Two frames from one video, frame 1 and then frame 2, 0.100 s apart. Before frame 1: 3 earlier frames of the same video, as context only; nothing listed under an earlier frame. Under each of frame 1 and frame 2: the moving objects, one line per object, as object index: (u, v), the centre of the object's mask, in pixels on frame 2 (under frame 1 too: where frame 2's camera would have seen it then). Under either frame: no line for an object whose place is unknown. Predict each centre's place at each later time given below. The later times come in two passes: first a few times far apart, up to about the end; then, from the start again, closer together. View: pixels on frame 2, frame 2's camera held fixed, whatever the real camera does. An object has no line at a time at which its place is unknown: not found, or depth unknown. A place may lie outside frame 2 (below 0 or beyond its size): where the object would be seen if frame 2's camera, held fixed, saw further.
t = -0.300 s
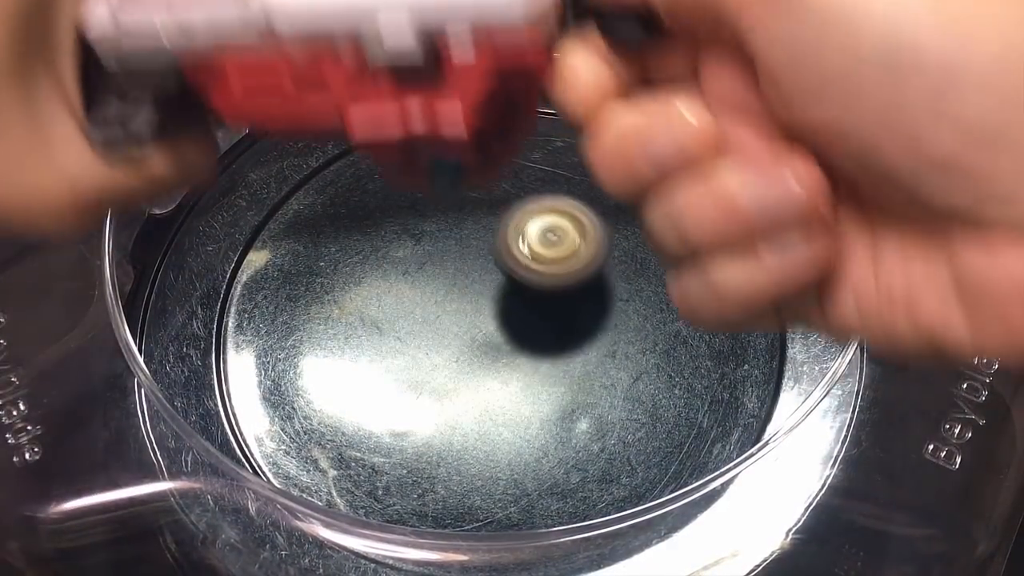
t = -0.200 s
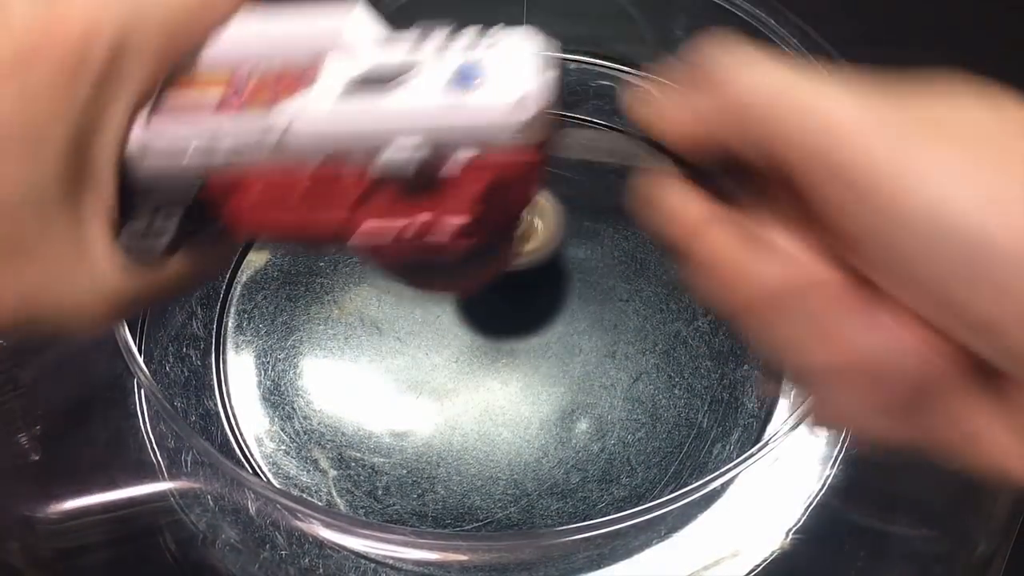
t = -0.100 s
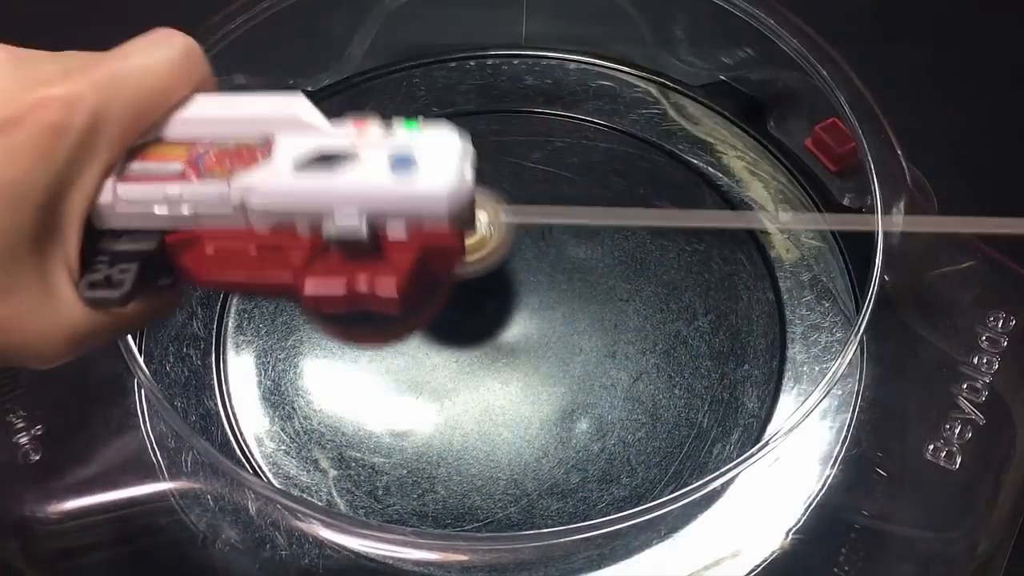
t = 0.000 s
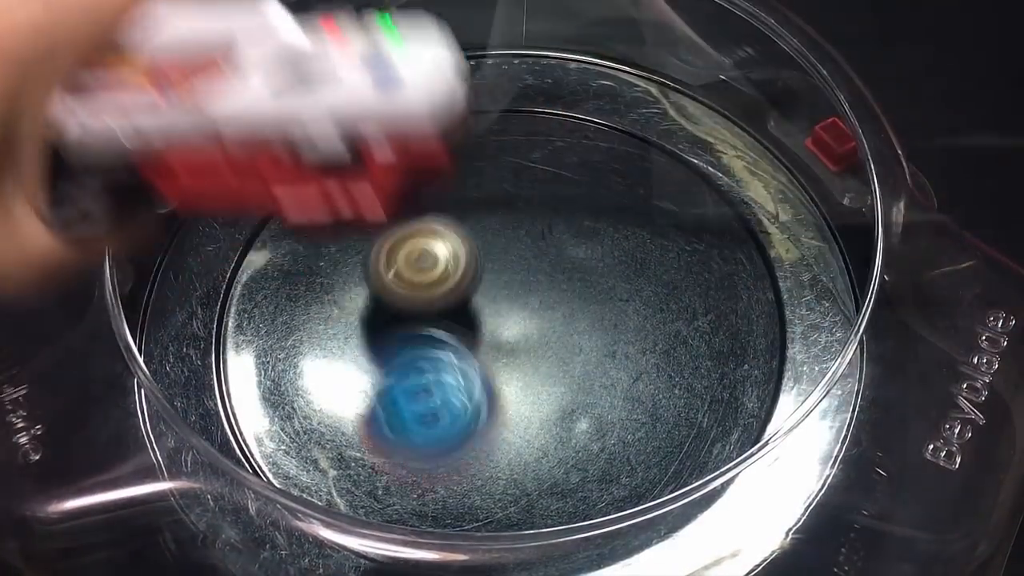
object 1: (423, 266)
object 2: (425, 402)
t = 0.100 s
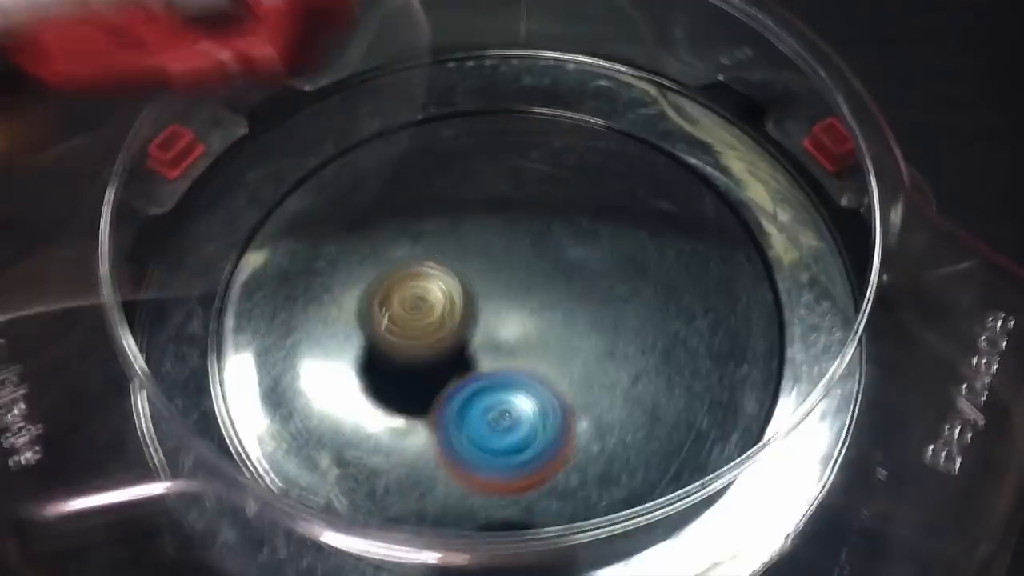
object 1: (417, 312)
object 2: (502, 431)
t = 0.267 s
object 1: (479, 367)
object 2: (613, 348)
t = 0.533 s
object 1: (584, 318)
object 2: (547, 161)
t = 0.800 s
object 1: (525, 250)
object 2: (331, 206)
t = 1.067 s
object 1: (466, 302)
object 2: (364, 465)
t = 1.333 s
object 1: (530, 336)
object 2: (723, 390)
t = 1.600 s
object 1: (533, 297)
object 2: (648, 120)
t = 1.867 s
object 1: (499, 276)
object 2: (308, 151)
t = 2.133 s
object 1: (505, 303)
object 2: (292, 488)
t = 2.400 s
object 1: (528, 311)
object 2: (736, 447)
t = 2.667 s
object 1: (519, 337)
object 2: (618, 111)
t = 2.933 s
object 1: (482, 316)
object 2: (254, 204)
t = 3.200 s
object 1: (493, 284)
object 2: (375, 517)
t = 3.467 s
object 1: (516, 294)
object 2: (769, 346)
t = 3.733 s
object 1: (505, 317)
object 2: (545, 91)
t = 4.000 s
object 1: (478, 301)
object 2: (231, 244)
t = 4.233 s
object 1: (486, 276)
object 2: (376, 517)
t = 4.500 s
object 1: (516, 295)
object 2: (762, 360)
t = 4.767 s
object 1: (509, 309)
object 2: (578, 106)
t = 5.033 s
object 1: (524, 285)
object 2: (247, 210)
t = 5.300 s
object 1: (509, 289)
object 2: (366, 512)
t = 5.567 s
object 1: (488, 293)
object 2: (739, 381)
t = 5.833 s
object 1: (490, 290)
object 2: (595, 109)
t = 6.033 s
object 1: (501, 291)
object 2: (345, 136)
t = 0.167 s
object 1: (434, 344)
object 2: (558, 411)
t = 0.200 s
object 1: (449, 350)
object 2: (585, 417)
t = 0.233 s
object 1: (463, 361)
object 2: (599, 382)
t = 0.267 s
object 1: (479, 367)
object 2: (613, 348)
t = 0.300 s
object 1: (498, 368)
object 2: (623, 327)
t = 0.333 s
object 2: (625, 295)
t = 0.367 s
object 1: (535, 367)
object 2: (624, 269)
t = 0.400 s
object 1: (552, 358)
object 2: (617, 238)
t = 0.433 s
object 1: (565, 350)
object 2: (606, 216)
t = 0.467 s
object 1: (573, 341)
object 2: (590, 195)
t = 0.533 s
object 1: (584, 318)
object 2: (547, 161)
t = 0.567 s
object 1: (584, 308)
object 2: (520, 151)
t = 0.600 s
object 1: (583, 297)
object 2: (493, 144)
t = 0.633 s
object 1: (578, 285)
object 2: (464, 144)
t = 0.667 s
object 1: (572, 275)
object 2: (435, 147)
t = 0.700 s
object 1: (561, 265)
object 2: (407, 154)
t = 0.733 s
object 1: (551, 258)
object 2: (379, 168)
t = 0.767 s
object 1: (538, 252)
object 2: (354, 185)
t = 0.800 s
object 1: (525, 250)
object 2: (331, 206)
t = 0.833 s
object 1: (512, 250)
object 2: (312, 232)
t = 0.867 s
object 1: (499, 253)
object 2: (298, 261)
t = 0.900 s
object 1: (489, 257)
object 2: (288, 294)
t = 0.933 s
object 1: (479, 265)
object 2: (283, 330)
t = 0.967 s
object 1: (473, 274)
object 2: (285, 368)
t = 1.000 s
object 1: (468, 283)
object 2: (302, 403)
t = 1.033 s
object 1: (466, 293)
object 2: (327, 442)
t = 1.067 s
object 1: (466, 302)
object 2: (364, 465)
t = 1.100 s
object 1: (471, 311)
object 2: (404, 480)
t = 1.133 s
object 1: (475, 319)
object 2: (455, 490)
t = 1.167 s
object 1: (482, 325)
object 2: (507, 493)
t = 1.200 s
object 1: (491, 330)
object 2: (560, 486)
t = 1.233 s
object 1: (500, 333)
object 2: (610, 472)
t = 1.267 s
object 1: (511, 336)
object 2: (655, 451)
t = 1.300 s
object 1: (521, 337)
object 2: (692, 423)
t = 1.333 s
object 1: (530, 336)
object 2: (723, 390)
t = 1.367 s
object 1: (538, 333)
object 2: (744, 352)
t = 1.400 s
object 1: (544, 328)
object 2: (754, 311)
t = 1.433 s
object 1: (548, 322)
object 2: (755, 274)
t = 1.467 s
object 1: (549, 316)
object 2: (747, 237)
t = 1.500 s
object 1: (548, 310)
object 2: (732, 202)
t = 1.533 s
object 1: (544, 306)
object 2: (708, 170)
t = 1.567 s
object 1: (538, 301)
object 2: (679, 141)
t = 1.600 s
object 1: (533, 297)
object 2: (648, 120)
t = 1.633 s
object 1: (526, 293)
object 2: (612, 103)
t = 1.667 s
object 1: (520, 290)
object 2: (571, 93)
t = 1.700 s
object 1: (513, 287)
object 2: (526, 88)
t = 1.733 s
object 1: (507, 284)
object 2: (481, 87)
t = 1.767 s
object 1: (503, 281)
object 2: (436, 94)
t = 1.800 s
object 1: (500, 278)
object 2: (391, 106)
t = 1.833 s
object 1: (499, 276)
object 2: (348, 127)
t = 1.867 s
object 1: (499, 276)
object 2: (308, 151)
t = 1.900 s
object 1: (499, 277)
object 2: (273, 182)
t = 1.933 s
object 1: (499, 282)
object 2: (244, 223)
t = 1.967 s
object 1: (500, 286)
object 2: (225, 265)
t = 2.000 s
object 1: (501, 290)
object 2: (214, 313)
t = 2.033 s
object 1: (501, 294)
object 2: (214, 360)
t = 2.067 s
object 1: (503, 297)
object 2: (229, 403)
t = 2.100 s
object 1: (504, 301)
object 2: (266, 437)
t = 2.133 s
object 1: (505, 303)
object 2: (292, 488)
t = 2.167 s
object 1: (506, 304)
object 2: (338, 510)
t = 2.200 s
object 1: (507, 306)
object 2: (397, 520)
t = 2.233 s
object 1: (509, 306)
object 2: (460, 525)
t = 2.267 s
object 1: (512, 307)
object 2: (525, 533)
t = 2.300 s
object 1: (516, 307)
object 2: (586, 526)
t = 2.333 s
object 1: (519, 308)
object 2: (648, 512)
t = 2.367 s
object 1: (524, 310)
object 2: (694, 484)
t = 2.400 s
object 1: (528, 311)
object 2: (736, 447)
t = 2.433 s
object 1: (532, 313)
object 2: (754, 383)
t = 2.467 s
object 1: (534, 316)
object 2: (776, 337)
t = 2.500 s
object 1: (534, 320)
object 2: (781, 293)
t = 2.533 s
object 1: (534, 323)
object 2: (765, 242)
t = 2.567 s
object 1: (533, 328)
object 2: (740, 199)
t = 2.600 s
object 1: (530, 331)
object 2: (703, 162)
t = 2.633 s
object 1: (525, 334)
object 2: (665, 131)
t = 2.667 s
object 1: (519, 337)
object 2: (618, 111)
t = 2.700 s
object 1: (513, 339)
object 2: (568, 95)
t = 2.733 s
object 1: (506, 339)
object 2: (518, 90)
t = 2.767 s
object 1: (499, 338)
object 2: (466, 91)
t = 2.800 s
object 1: (493, 335)
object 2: (417, 100)
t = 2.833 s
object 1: (488, 331)
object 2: (369, 117)
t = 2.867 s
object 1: (485, 326)
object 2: (326, 140)
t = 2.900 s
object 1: (483, 321)
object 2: (288, 169)
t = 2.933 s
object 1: (482, 316)
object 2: (254, 204)
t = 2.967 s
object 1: (482, 312)
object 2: (229, 244)
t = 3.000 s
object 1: (482, 308)
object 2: (212, 291)
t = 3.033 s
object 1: (483, 303)
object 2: (207, 339)
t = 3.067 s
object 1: (484, 298)
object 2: (220, 382)
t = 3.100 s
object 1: (486, 294)
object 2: (246, 422)
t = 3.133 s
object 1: (488, 290)
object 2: (268, 478)
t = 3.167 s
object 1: (491, 287)
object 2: (313, 511)
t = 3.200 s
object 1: (493, 284)
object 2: (375, 517)
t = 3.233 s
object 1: (496, 283)
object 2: (439, 525)
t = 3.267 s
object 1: (500, 282)
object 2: (509, 532)
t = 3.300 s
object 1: (503, 282)
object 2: (572, 527)
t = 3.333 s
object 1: (507, 283)
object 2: (634, 515)
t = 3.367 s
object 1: (510, 285)
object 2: (684, 488)
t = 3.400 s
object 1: (512, 288)
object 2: (726, 445)
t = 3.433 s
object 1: (514, 290)
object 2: (748, 389)
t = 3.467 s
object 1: (516, 294)
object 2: (769, 346)
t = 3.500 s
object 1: (517, 297)
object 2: (776, 299)
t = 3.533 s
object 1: (517, 301)
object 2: (764, 252)
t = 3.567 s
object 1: (516, 303)
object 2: (744, 208)
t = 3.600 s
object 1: (515, 307)
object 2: (712, 171)
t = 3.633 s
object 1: (513, 310)
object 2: (676, 142)
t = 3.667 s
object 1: (511, 313)
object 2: (636, 119)
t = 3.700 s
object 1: (508, 315)
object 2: (591, 102)
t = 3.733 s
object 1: (505, 317)
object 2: (545, 91)
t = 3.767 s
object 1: (502, 319)
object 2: (498, 87)
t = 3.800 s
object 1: (497, 319)
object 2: (452, 90)
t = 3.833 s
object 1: (493, 318)
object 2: (406, 101)
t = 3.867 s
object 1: (489, 316)
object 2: (362, 118)
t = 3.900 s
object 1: (486, 314)
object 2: (321, 140)
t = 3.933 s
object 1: (483, 310)
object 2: (286, 170)
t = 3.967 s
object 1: (480, 305)
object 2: (255, 204)
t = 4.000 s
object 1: (478, 301)
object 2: (231, 244)
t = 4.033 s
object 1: (476, 296)
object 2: (216, 290)
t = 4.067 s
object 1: (476, 291)
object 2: (206, 339)
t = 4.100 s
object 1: (476, 287)
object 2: (217, 380)
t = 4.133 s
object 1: (477, 283)
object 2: (245, 421)
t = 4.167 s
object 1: (480, 280)
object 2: (270, 476)
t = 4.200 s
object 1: (483, 277)
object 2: (317, 510)
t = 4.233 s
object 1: (486, 276)
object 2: (376, 517)
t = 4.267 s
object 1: (491, 276)
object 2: (441, 521)
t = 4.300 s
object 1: (496, 277)
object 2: (506, 527)
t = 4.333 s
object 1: (501, 279)
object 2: (567, 525)
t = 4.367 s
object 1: (505, 282)
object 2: (626, 513)
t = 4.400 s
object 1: (508, 285)
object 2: (674, 491)
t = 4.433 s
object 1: (511, 288)
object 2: (715, 452)
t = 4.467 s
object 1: (514, 291)
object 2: (744, 407)
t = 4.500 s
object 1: (516, 295)
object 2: (762, 360)
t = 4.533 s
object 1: (516, 298)
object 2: (775, 319)
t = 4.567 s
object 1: (517, 301)
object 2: (772, 273)
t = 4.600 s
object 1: (516, 303)
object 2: (758, 232)
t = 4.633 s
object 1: (515, 305)
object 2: (734, 195)
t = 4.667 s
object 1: (514, 307)
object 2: (701, 163)
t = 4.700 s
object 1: (512, 308)
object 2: (666, 138)
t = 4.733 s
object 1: (510, 310)
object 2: (626, 119)
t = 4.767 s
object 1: (509, 309)
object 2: (578, 106)
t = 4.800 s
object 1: (509, 307)
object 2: (533, 99)
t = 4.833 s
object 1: (510, 305)
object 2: (486, 96)
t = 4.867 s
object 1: (512, 301)
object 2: (438, 99)
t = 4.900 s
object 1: (515, 297)
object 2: (393, 109)
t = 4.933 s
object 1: (519, 294)
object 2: (349, 125)
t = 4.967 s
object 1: (521, 291)
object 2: (307, 146)
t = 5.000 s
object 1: (523, 288)
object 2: (274, 173)
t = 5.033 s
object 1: (524, 285)
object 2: (247, 210)
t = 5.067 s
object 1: (524, 285)
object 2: (226, 250)
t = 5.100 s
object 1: (524, 283)
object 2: (213, 294)
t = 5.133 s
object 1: (522, 283)
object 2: (212, 341)
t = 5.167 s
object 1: (520, 284)
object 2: (222, 383)
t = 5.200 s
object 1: (518, 285)
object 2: (250, 422)
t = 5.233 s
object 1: (515, 286)
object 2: (290, 451)
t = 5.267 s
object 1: (512, 288)
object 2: (314, 502)
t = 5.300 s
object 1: (509, 289)
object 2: (366, 512)
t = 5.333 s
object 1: (506, 290)
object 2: (425, 508)
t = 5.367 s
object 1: (502, 292)
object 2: (482, 524)
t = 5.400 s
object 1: (499, 292)
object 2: (538, 526)
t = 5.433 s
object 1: (496, 293)
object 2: (596, 519)
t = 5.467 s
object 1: (494, 294)
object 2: (643, 499)
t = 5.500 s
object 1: (492, 293)
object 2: (686, 467)
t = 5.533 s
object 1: (490, 293)
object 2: (720, 426)
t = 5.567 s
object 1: (488, 293)
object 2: (739, 381)
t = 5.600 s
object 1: (487, 292)
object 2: (754, 340)
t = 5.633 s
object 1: (487, 292)
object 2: (755, 296)
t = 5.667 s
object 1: (486, 291)
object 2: (744, 253)
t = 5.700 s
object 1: (487, 291)
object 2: (725, 215)
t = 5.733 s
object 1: (487, 290)
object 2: (699, 181)
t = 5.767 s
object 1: (488, 290)
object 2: (668, 151)
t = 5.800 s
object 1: (489, 290)
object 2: (635, 128)
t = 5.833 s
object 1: (490, 290)
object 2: (595, 109)
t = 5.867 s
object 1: (493, 289)
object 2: (554, 96)
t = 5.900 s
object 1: (494, 289)
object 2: (512, 87)
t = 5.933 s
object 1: (496, 290)
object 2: (468, 88)
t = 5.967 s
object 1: (498, 290)
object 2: (428, 99)
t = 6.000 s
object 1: (499, 290)
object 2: (385, 116)
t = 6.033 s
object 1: (501, 291)
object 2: (345, 136)
